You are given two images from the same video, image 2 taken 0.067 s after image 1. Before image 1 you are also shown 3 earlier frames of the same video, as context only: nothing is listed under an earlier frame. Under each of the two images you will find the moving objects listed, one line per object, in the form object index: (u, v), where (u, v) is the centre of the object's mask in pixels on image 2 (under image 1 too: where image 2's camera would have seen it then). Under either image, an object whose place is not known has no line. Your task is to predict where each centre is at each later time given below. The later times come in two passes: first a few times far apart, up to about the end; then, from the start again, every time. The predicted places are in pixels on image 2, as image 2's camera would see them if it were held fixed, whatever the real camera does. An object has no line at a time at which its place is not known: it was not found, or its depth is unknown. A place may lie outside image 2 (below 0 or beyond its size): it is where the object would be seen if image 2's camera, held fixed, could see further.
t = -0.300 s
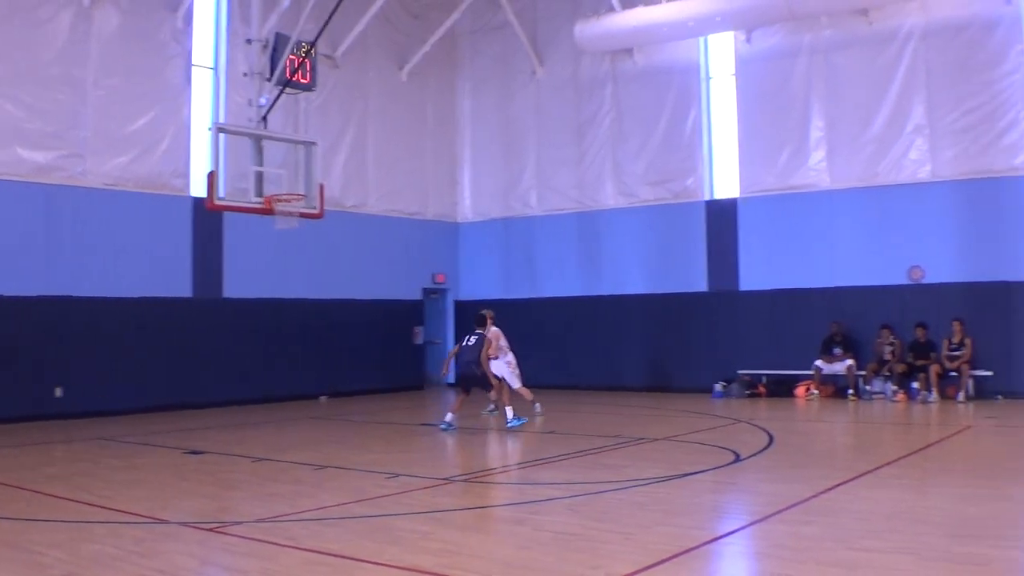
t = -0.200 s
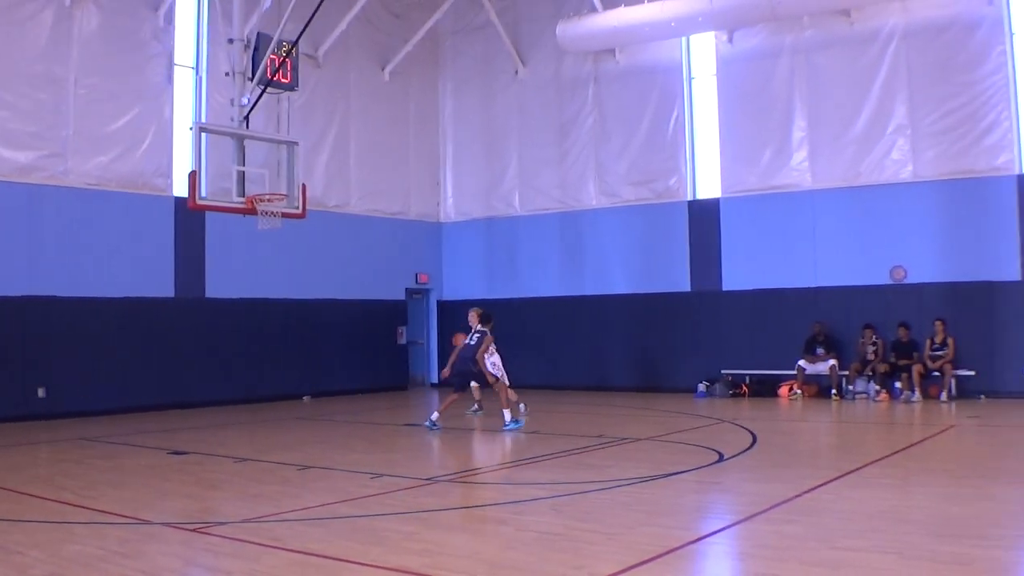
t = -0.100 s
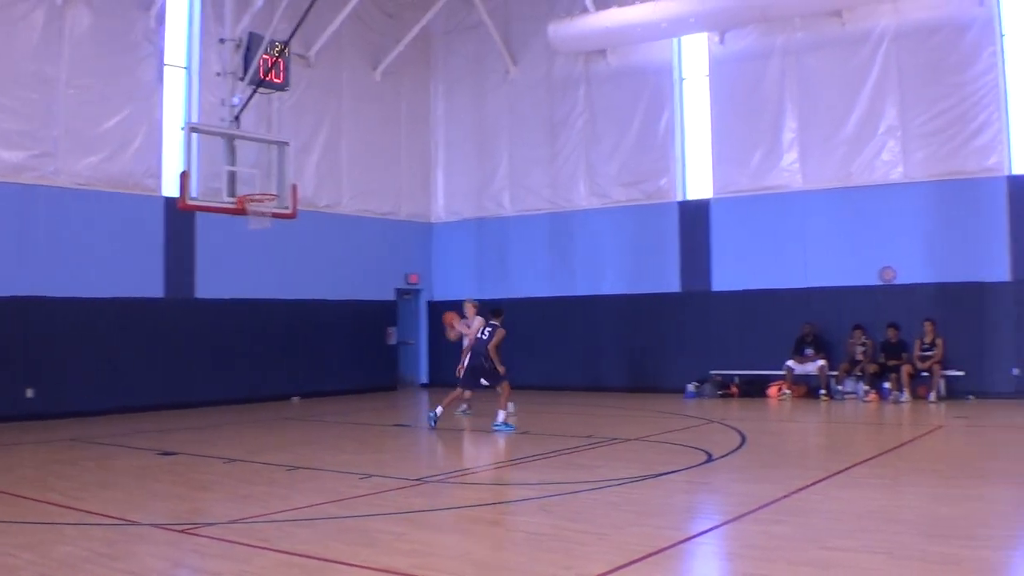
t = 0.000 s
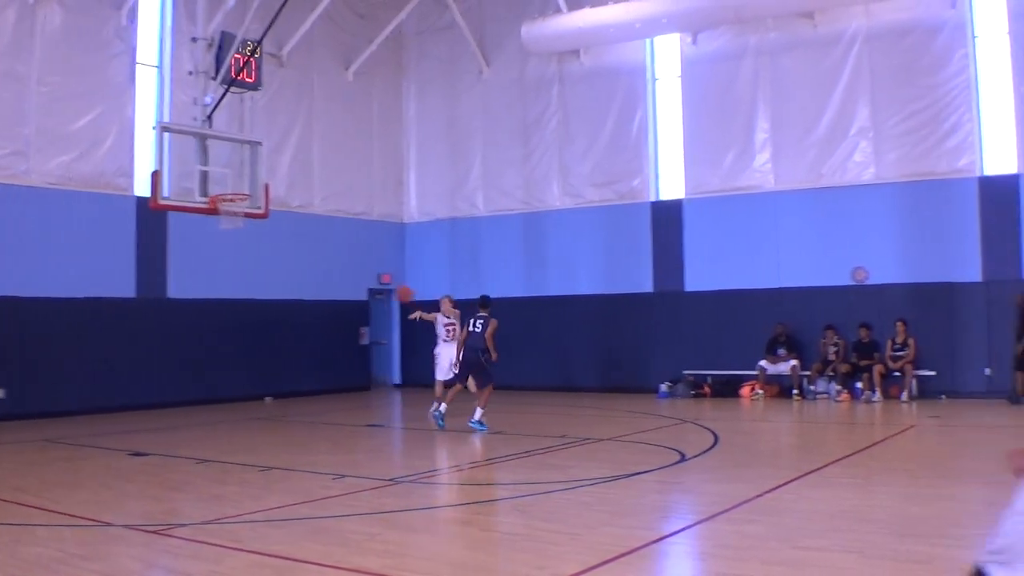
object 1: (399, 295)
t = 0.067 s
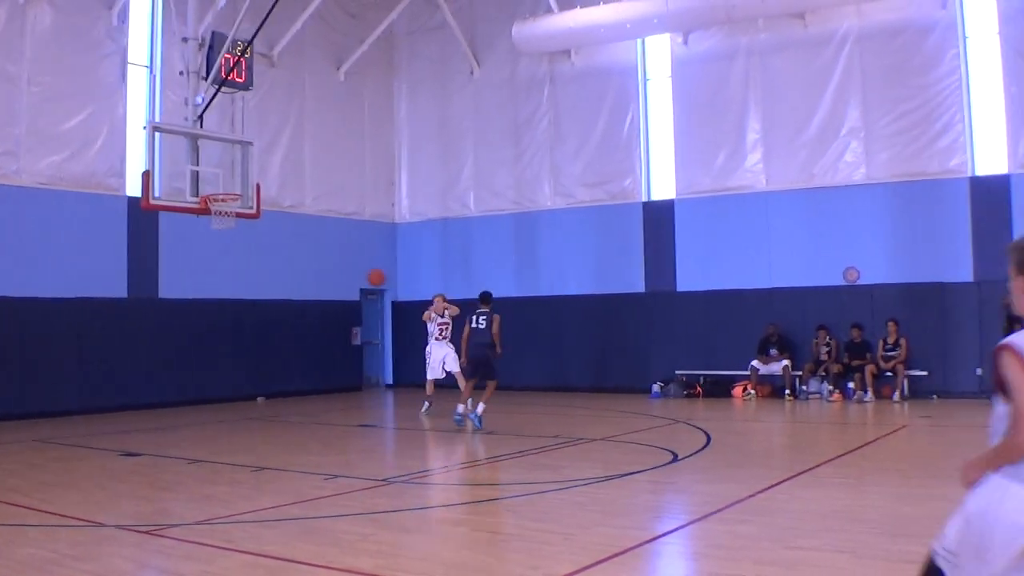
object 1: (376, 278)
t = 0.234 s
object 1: (319, 244)
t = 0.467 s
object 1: (215, 229)
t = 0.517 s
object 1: (184, 231)
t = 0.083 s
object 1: (371, 274)
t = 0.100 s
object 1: (365, 270)
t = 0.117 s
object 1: (360, 266)
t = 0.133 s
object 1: (354, 263)
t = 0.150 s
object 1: (349, 259)
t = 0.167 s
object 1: (342, 256)
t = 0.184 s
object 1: (337, 253)
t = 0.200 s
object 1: (331, 250)
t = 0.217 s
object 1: (325, 247)
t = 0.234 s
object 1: (319, 244)
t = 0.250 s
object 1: (312, 242)
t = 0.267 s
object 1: (306, 240)
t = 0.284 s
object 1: (300, 238)
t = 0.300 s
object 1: (293, 236)
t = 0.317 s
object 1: (287, 234)
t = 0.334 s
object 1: (280, 232)
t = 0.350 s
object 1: (273, 231)
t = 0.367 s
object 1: (266, 230)
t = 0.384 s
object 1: (258, 229)
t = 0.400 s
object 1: (250, 228)
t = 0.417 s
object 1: (243, 227)
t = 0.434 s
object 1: (233, 229)
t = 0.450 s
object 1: (224, 228)
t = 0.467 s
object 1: (215, 229)
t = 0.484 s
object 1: (205, 230)
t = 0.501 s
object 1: (196, 230)
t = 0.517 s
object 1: (184, 231)
